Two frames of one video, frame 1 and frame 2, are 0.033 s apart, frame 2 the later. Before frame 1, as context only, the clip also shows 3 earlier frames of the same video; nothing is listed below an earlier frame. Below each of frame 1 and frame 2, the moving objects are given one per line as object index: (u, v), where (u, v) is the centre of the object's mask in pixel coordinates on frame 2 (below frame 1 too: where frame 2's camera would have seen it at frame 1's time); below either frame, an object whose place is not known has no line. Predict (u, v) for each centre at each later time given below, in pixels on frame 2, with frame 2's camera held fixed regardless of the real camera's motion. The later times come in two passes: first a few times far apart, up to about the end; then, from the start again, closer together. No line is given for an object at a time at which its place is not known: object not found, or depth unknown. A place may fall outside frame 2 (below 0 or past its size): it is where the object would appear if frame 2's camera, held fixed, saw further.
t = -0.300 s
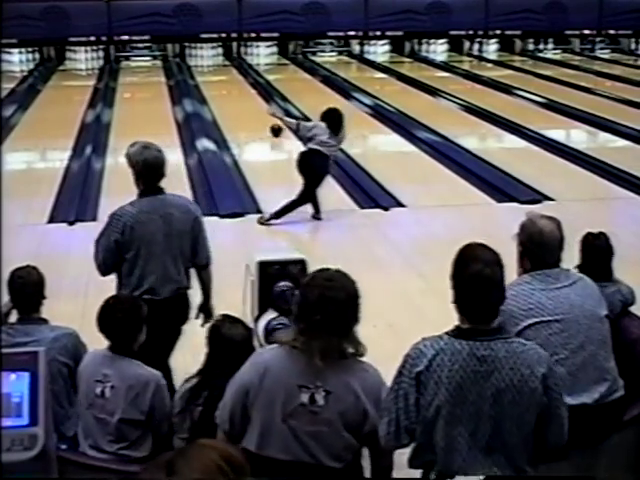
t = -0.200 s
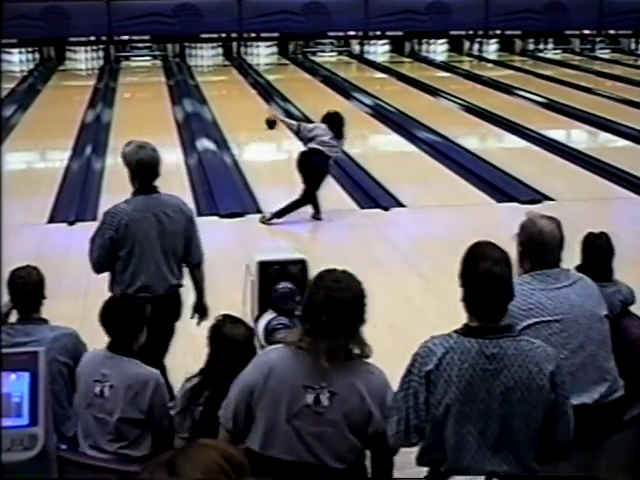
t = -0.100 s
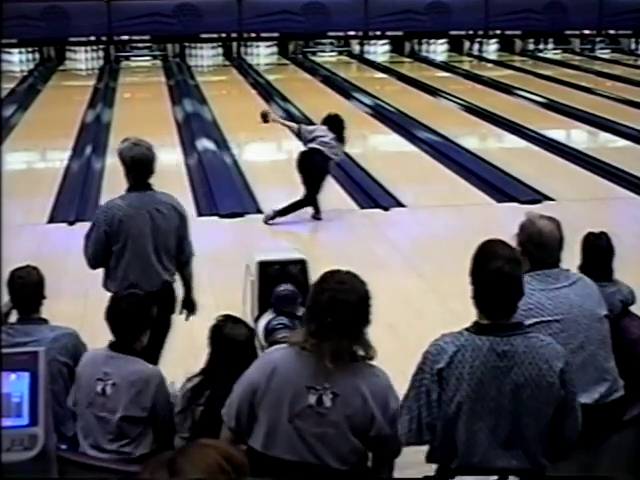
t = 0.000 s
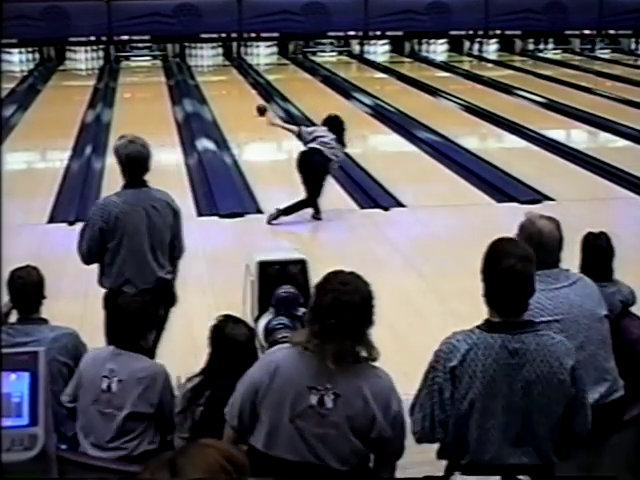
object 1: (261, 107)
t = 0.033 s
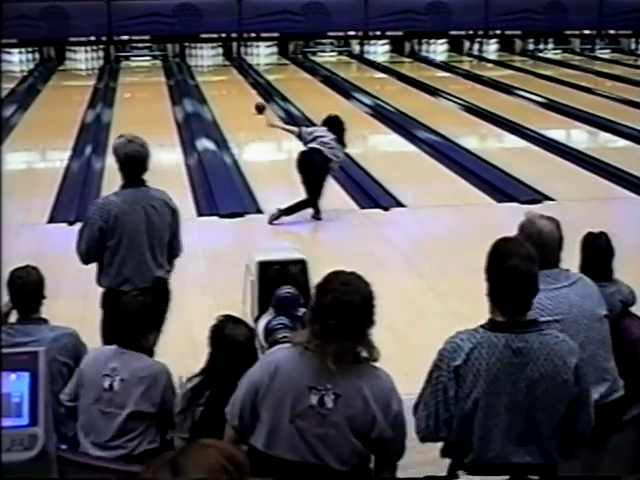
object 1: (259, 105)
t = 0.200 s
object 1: (253, 96)
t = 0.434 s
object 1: (244, 85)
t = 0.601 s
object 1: (238, 80)
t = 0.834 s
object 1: (231, 72)
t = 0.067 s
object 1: (258, 103)
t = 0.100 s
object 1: (257, 101)
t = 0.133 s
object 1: (255, 99)
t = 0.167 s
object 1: (254, 98)
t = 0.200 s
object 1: (253, 96)
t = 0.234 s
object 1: (251, 95)
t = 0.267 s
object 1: (250, 93)
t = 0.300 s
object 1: (249, 92)
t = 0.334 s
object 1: (248, 90)
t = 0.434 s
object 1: (244, 85)
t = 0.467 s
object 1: (243, 85)
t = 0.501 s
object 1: (242, 83)
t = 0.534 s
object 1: (241, 82)
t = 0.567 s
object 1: (240, 80)
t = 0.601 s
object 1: (238, 80)
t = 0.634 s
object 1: (238, 78)
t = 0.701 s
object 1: (236, 76)
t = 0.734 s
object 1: (235, 75)
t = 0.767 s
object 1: (234, 74)
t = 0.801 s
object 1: (233, 73)
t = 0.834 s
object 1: (231, 72)
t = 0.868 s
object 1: (231, 72)
